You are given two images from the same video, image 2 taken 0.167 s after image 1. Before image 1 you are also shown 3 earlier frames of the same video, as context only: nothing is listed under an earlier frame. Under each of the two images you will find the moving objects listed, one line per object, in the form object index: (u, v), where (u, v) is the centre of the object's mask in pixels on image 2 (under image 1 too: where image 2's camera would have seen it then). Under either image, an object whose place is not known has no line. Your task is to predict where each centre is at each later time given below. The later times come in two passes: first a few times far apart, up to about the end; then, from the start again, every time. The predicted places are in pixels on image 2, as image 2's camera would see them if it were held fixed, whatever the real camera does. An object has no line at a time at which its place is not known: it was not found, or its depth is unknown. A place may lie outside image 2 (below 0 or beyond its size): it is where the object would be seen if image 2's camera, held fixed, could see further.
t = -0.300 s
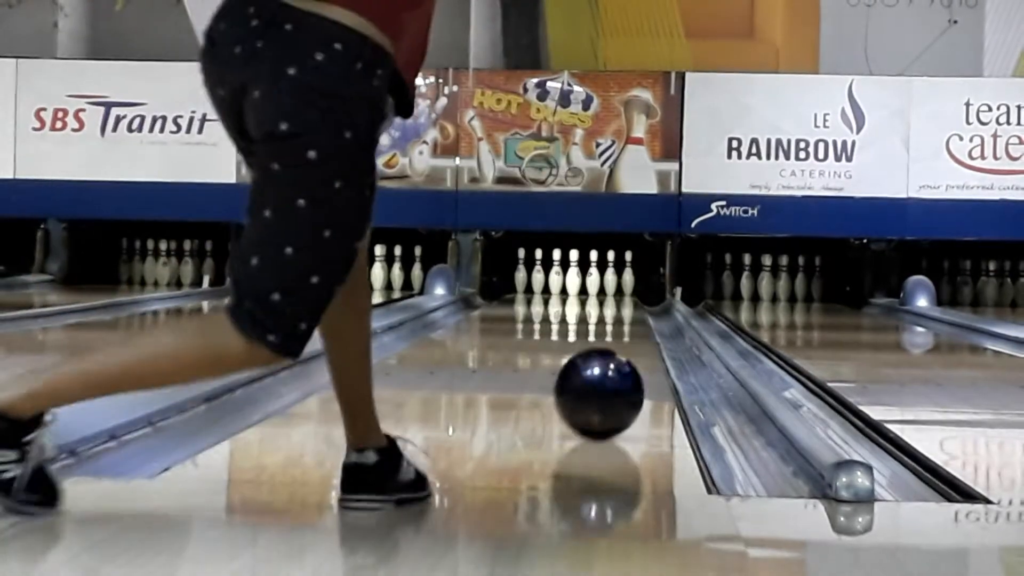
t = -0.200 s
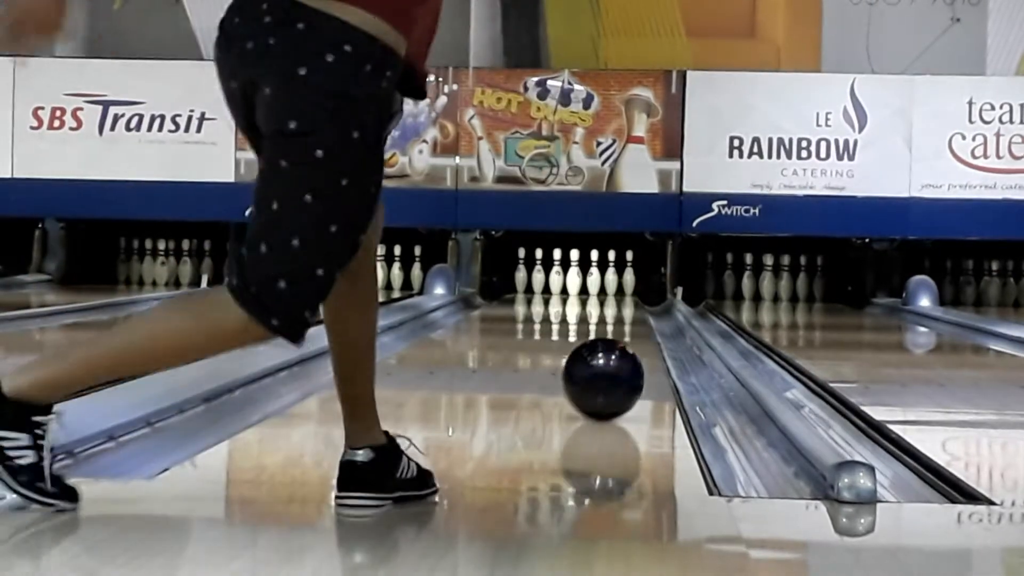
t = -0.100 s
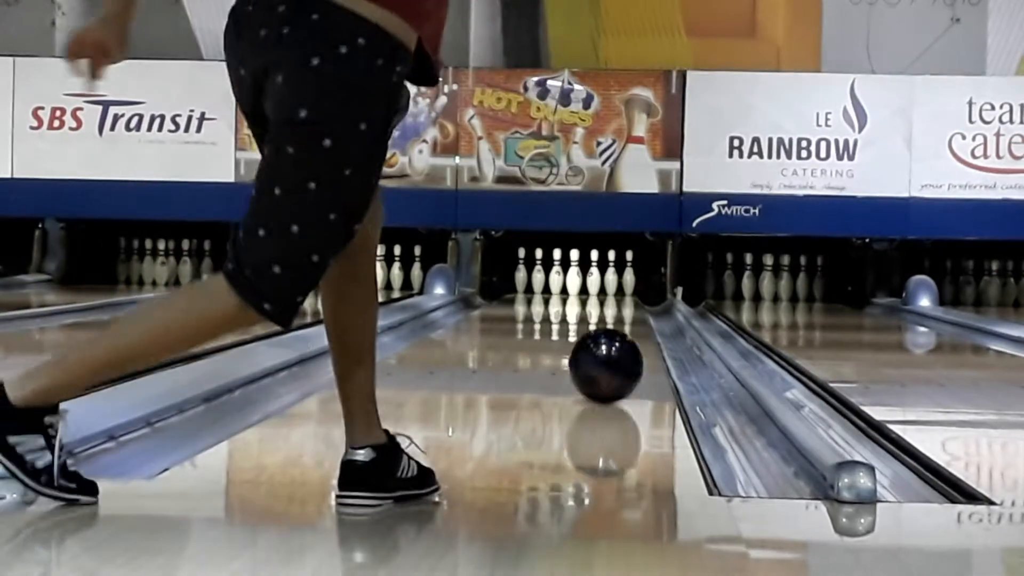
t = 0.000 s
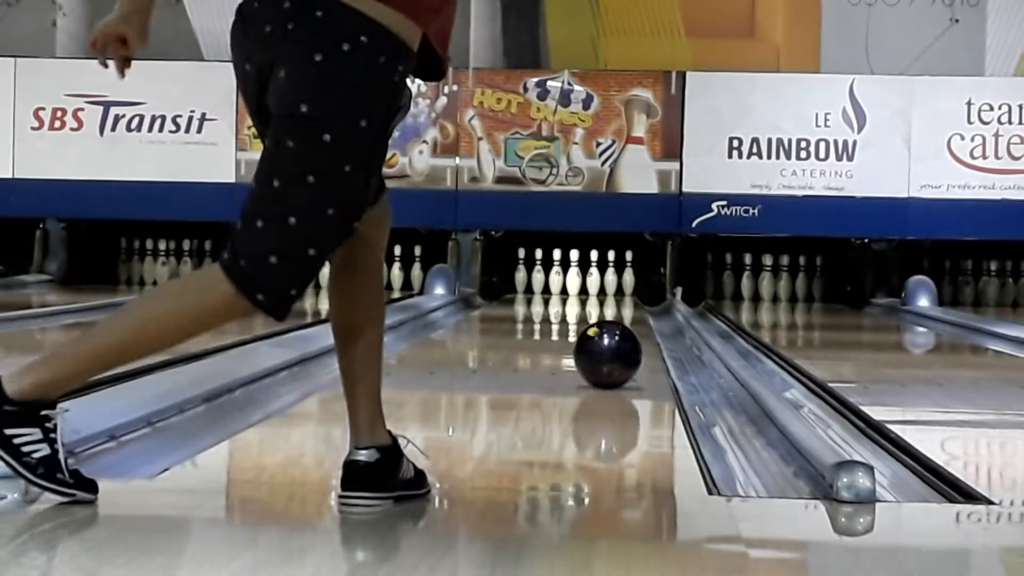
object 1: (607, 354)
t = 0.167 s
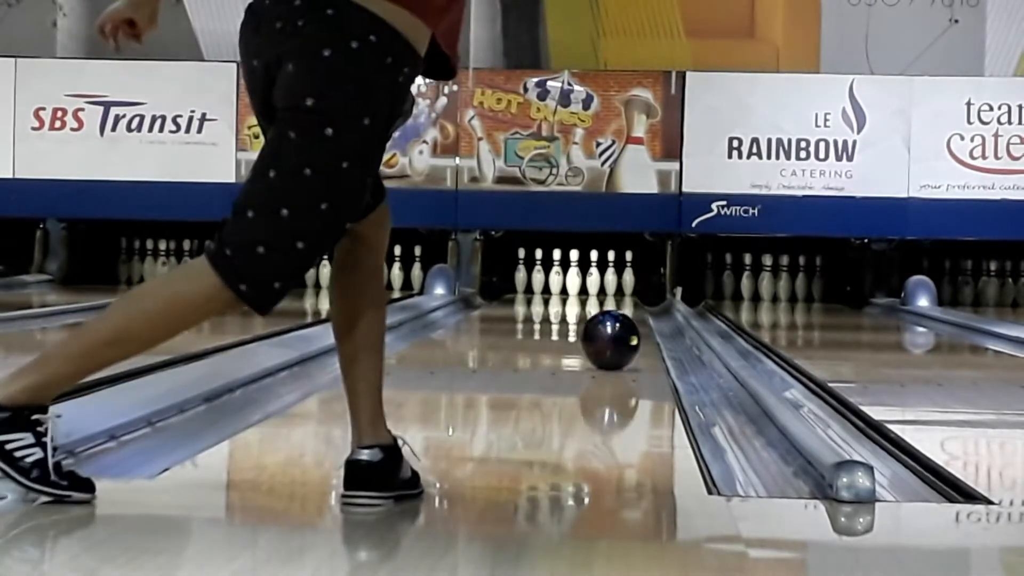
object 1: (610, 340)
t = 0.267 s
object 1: (612, 334)
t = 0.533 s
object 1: (614, 320)
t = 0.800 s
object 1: (617, 310)
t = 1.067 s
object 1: (618, 302)
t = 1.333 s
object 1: (619, 296)
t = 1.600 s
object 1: (619, 290)
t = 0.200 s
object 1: (611, 338)
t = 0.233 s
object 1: (611, 336)
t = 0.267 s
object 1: (612, 334)
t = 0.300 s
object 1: (613, 331)
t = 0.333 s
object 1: (613, 330)
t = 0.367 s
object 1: (613, 328)
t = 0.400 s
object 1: (613, 326)
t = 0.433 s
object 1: (614, 324)
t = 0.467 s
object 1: (614, 323)
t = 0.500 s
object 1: (614, 321)
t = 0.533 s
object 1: (614, 320)
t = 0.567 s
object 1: (615, 318)
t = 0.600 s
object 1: (615, 317)
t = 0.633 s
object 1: (615, 316)
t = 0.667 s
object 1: (616, 314)
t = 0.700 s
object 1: (616, 314)
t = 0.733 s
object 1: (616, 312)
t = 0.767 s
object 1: (616, 311)
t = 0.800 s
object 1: (617, 310)
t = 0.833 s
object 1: (616, 309)
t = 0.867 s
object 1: (617, 308)
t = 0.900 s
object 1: (617, 307)
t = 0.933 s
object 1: (617, 306)
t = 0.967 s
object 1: (617, 305)
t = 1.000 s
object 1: (617, 304)
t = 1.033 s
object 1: (618, 303)
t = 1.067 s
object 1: (618, 302)
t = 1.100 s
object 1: (618, 301)
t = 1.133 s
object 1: (618, 300)
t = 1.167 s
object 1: (618, 299)
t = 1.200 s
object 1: (618, 298)
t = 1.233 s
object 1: (619, 298)
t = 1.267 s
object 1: (618, 297)
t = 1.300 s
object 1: (619, 296)
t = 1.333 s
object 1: (619, 296)
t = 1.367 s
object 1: (619, 295)
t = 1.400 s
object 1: (619, 294)
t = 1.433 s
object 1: (619, 294)
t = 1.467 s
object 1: (619, 293)
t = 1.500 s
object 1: (619, 292)
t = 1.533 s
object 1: (619, 292)
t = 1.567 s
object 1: (619, 291)
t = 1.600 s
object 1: (619, 290)
